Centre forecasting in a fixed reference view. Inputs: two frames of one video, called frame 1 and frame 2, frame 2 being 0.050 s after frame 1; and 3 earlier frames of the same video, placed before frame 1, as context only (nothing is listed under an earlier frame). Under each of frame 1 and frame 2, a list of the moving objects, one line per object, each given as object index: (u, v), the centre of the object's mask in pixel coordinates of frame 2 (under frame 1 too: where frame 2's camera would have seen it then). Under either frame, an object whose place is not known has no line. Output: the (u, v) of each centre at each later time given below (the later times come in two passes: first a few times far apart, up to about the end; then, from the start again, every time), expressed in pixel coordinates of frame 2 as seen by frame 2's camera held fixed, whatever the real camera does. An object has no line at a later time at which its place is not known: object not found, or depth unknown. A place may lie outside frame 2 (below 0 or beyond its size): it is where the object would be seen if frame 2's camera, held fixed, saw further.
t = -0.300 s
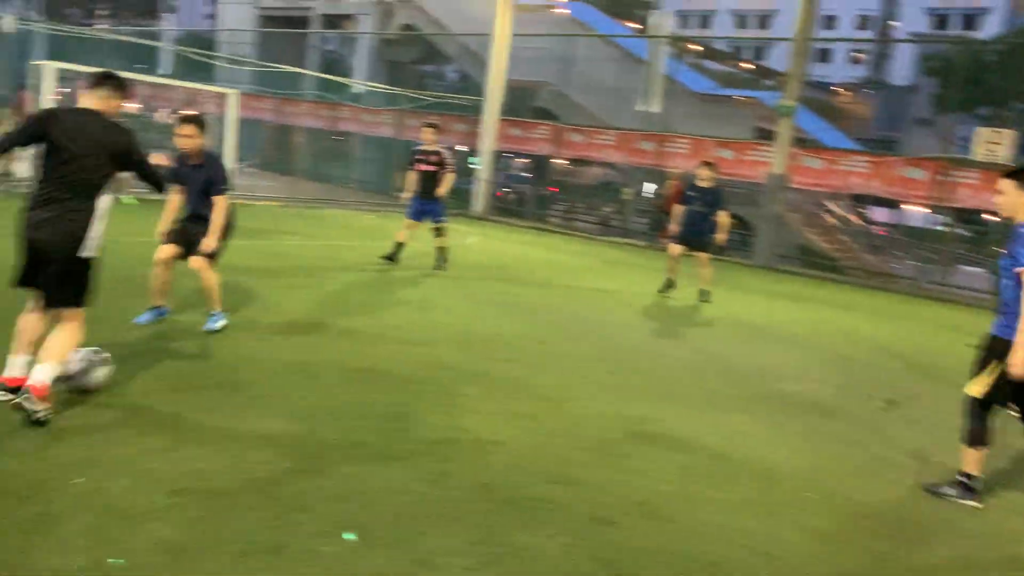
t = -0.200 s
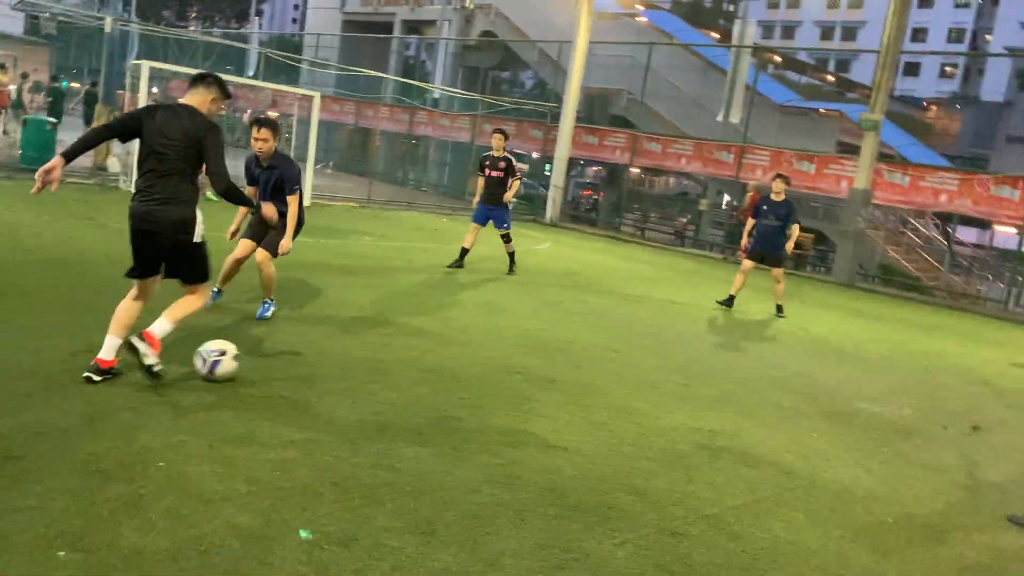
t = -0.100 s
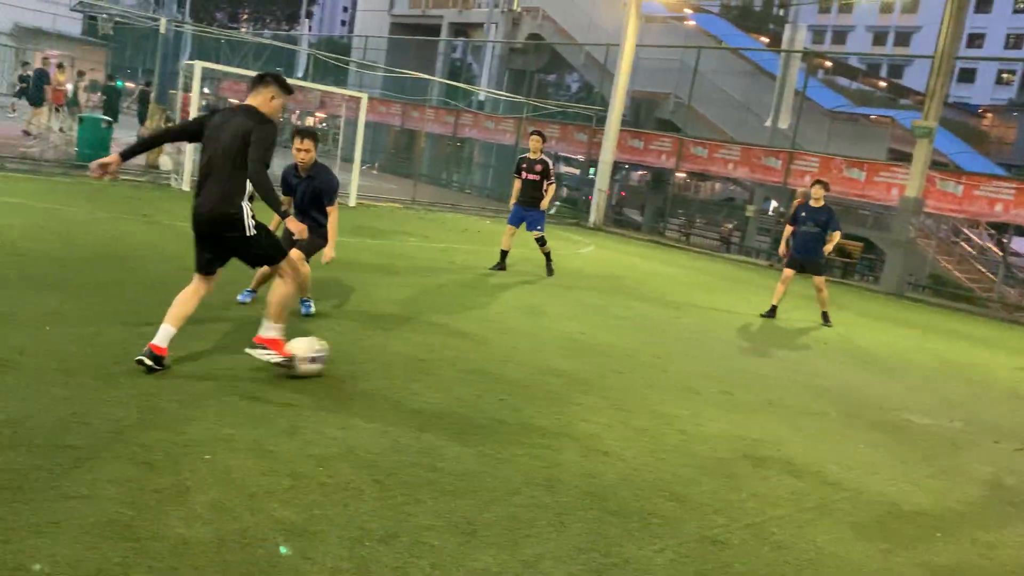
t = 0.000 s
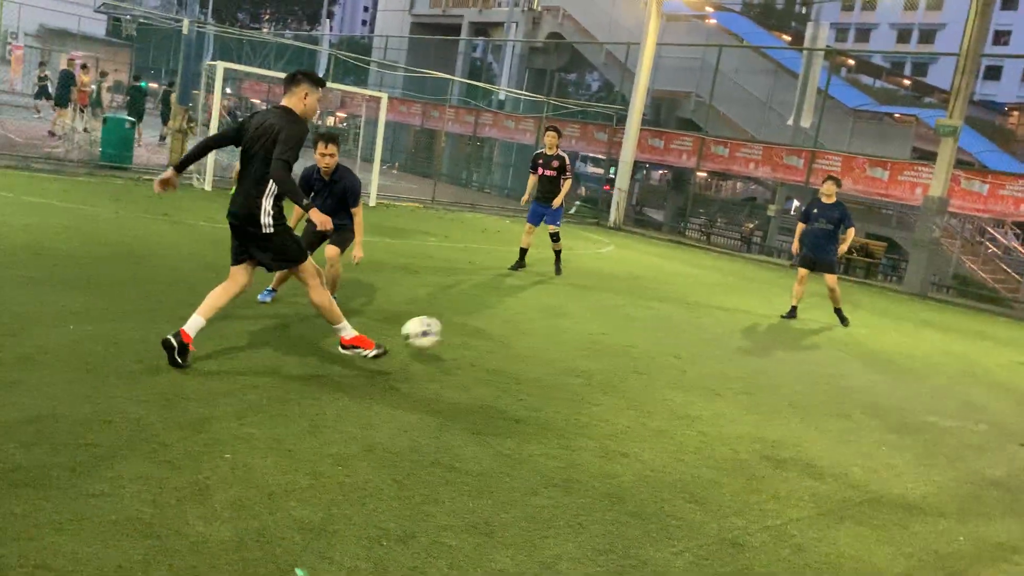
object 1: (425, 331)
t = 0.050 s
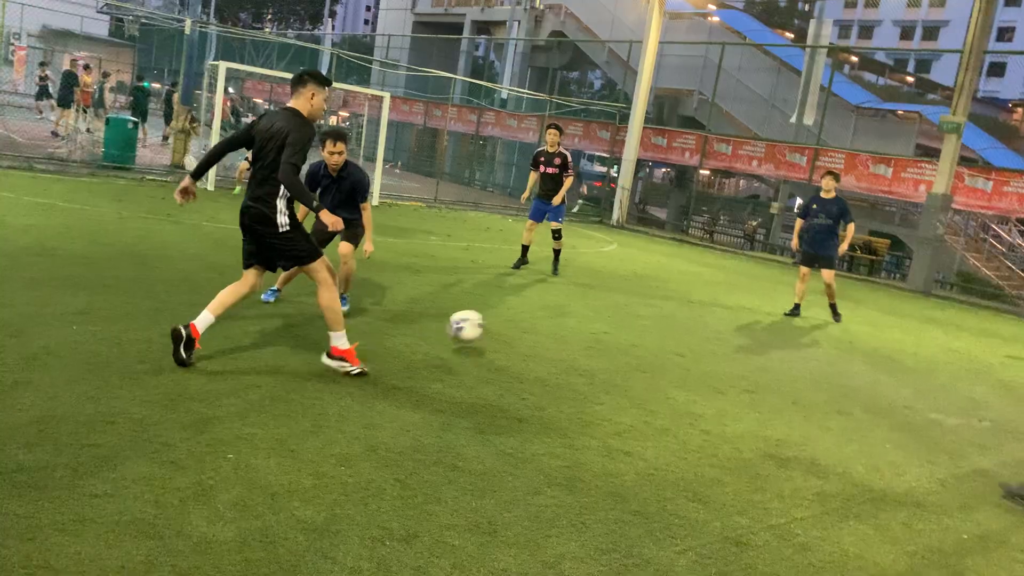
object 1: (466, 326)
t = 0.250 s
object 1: (585, 323)
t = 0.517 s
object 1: (675, 317)
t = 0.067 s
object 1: (478, 325)
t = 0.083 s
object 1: (490, 324)
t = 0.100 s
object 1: (501, 324)
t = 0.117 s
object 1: (513, 324)
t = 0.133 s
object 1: (524, 324)
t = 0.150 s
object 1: (534, 325)
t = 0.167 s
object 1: (543, 327)
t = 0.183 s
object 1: (553, 328)
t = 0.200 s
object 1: (562, 330)
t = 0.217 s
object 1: (571, 330)
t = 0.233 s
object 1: (579, 326)
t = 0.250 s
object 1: (585, 323)
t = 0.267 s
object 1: (593, 321)
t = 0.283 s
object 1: (599, 318)
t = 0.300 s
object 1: (606, 316)
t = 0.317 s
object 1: (612, 315)
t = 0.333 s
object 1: (619, 314)
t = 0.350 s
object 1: (624, 313)
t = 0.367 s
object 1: (630, 312)
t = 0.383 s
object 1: (636, 312)
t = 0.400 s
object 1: (641, 311)
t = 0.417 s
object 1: (647, 313)
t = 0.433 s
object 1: (652, 313)
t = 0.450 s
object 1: (656, 314)
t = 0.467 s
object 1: (661, 315)
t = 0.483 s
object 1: (666, 317)
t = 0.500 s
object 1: (671, 318)
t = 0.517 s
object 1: (675, 317)
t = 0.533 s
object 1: (679, 314)
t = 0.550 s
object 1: (683, 312)
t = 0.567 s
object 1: (687, 311)
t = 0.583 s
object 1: (692, 310)
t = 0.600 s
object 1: (695, 310)
